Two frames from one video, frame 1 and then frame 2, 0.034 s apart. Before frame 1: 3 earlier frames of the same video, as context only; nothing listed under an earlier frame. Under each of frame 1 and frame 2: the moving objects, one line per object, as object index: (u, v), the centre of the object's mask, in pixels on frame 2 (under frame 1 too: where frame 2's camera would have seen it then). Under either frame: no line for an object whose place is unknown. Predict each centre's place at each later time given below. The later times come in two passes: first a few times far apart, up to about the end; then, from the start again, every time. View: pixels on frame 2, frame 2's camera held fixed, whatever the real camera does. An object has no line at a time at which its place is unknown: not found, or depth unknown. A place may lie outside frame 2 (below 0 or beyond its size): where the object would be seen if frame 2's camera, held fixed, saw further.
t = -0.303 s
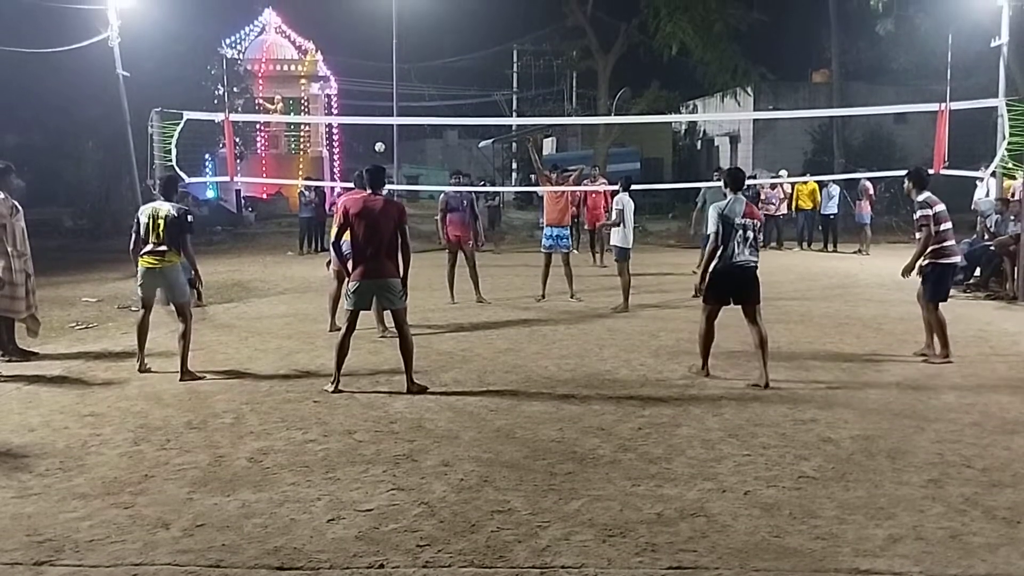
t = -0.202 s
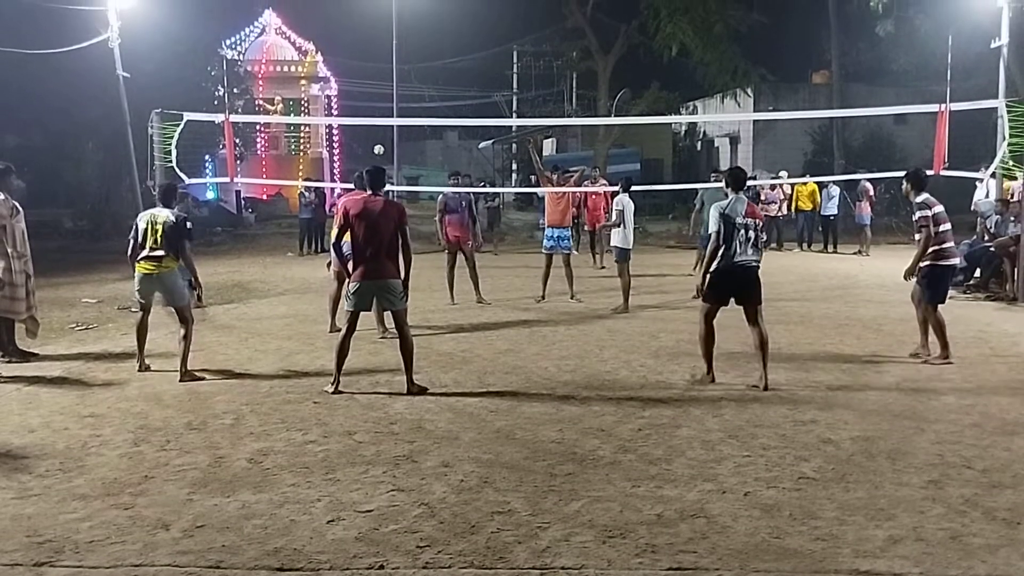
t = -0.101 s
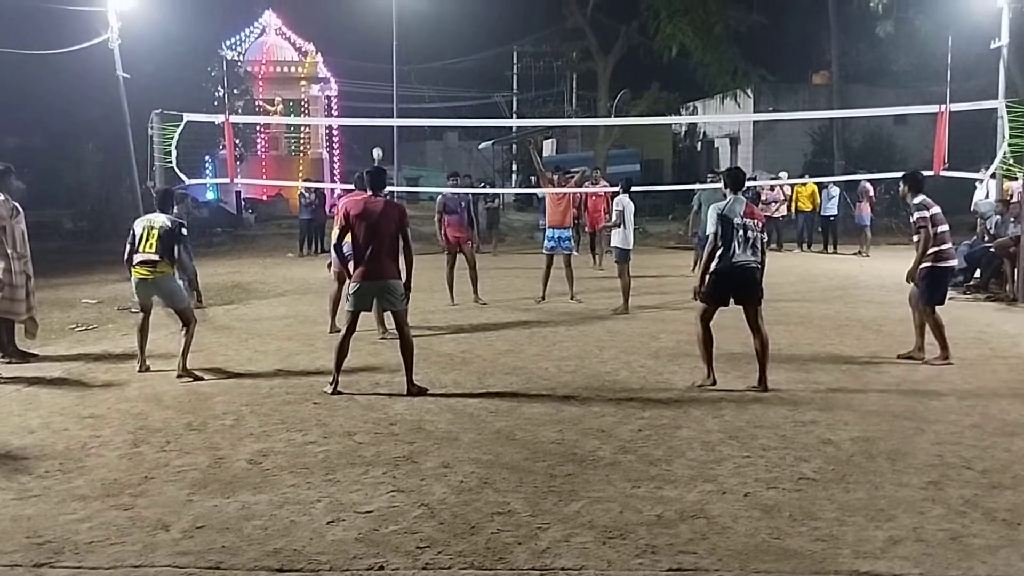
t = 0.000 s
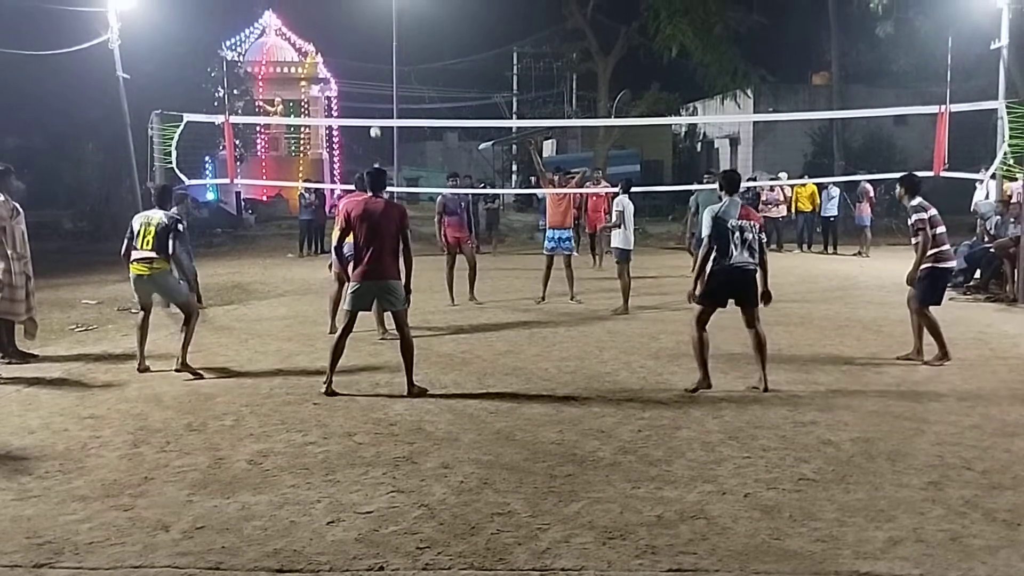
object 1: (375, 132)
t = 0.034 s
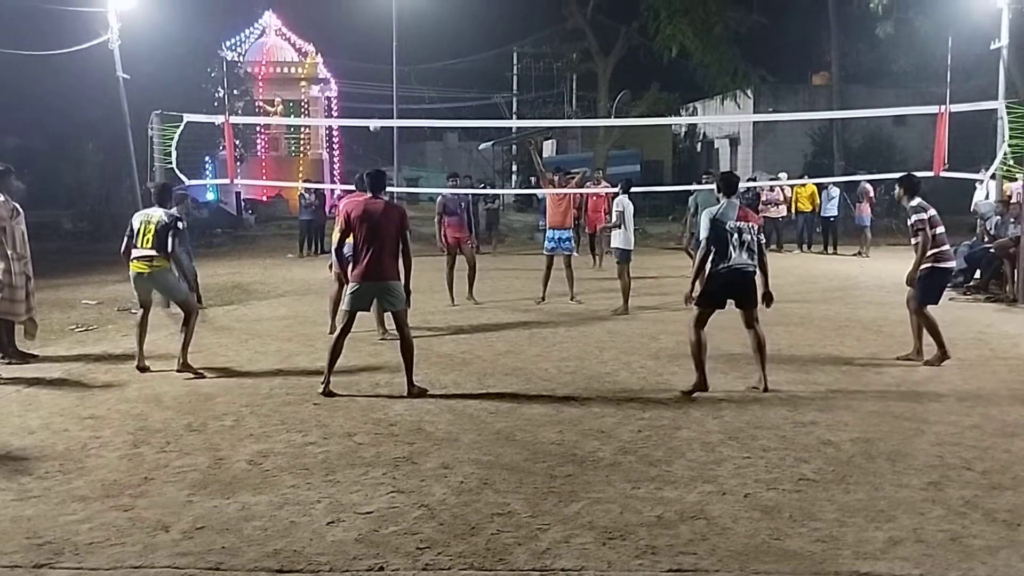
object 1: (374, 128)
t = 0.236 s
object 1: (367, 90)
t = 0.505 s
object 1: (349, 74)
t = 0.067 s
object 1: (373, 115)
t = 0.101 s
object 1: (373, 111)
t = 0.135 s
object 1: (371, 105)
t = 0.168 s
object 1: (370, 99)
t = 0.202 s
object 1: (368, 93)
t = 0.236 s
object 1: (367, 90)
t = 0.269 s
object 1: (365, 85)
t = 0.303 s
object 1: (363, 82)
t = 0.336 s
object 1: (360, 79)
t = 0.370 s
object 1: (358, 76)
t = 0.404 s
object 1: (356, 75)
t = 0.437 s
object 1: (354, 74)
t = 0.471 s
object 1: (352, 73)
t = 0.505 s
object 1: (349, 74)
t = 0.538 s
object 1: (346, 75)
